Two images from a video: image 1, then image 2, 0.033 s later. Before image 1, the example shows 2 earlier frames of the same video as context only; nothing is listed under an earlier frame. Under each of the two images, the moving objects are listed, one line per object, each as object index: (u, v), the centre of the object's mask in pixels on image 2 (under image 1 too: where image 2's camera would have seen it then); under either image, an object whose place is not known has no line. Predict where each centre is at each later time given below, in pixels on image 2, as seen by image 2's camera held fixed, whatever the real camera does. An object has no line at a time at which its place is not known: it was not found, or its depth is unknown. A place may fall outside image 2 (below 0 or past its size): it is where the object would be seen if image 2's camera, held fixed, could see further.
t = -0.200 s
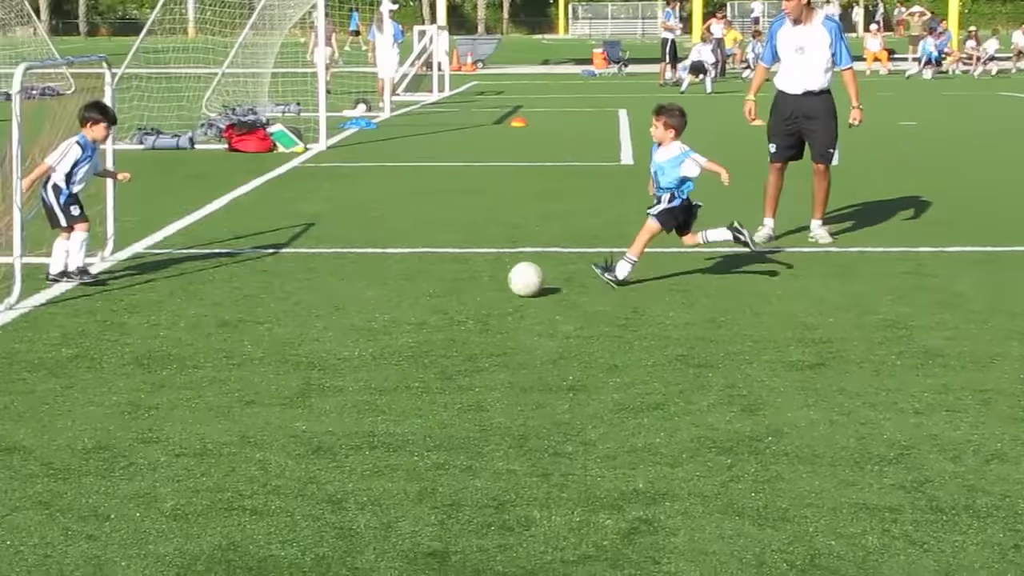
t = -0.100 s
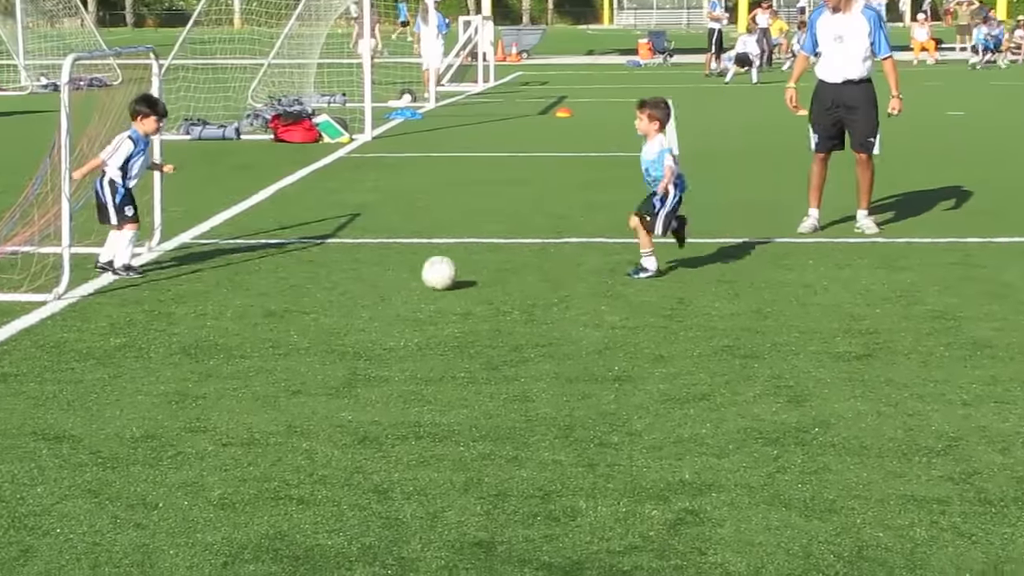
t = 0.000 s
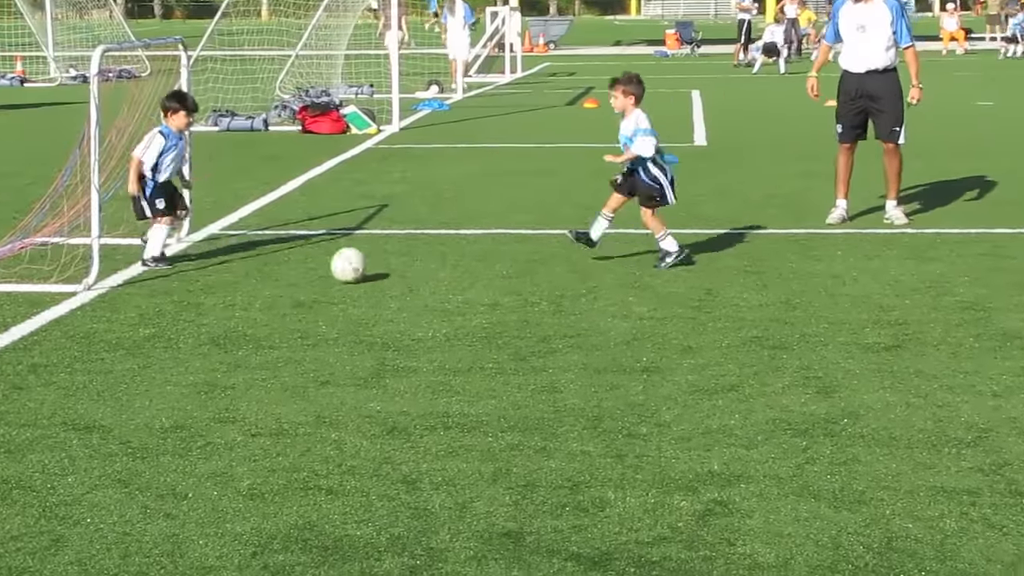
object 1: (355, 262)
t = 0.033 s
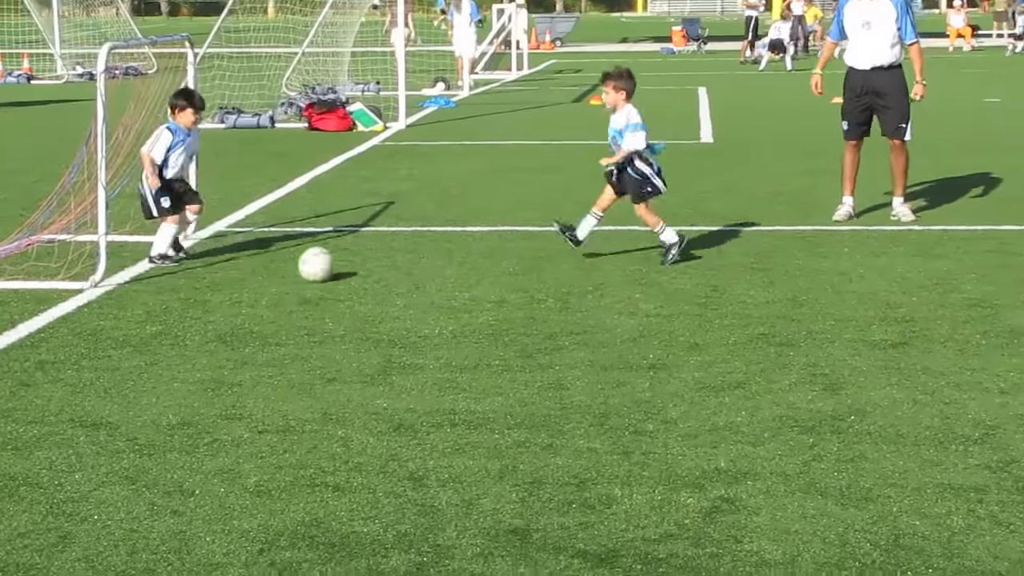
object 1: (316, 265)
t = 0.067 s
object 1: (280, 264)
